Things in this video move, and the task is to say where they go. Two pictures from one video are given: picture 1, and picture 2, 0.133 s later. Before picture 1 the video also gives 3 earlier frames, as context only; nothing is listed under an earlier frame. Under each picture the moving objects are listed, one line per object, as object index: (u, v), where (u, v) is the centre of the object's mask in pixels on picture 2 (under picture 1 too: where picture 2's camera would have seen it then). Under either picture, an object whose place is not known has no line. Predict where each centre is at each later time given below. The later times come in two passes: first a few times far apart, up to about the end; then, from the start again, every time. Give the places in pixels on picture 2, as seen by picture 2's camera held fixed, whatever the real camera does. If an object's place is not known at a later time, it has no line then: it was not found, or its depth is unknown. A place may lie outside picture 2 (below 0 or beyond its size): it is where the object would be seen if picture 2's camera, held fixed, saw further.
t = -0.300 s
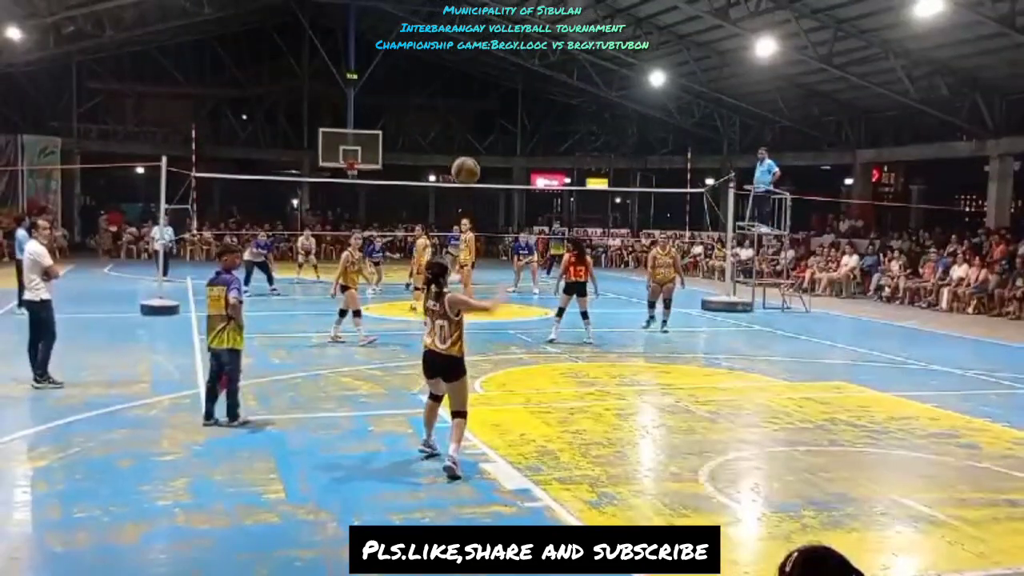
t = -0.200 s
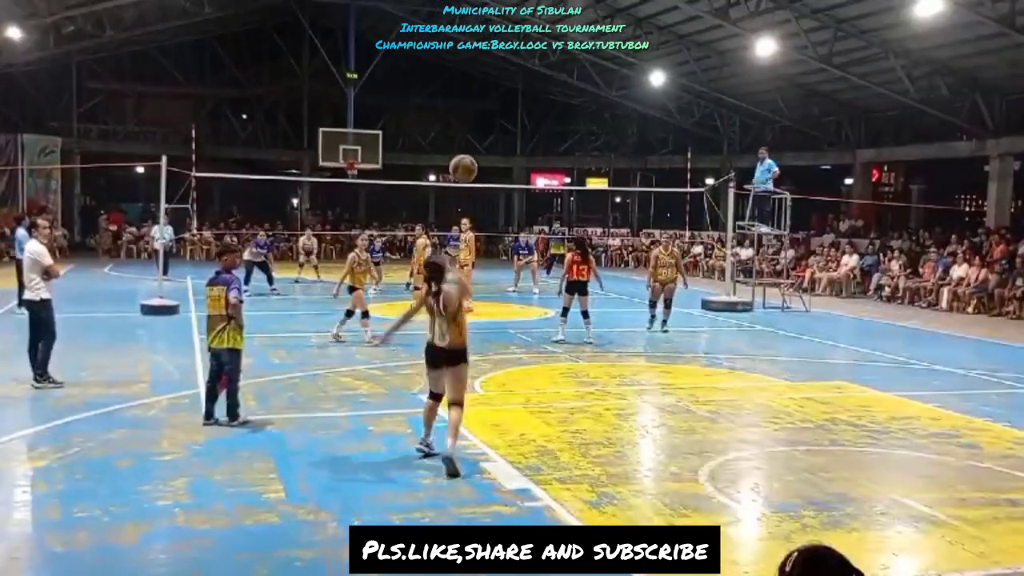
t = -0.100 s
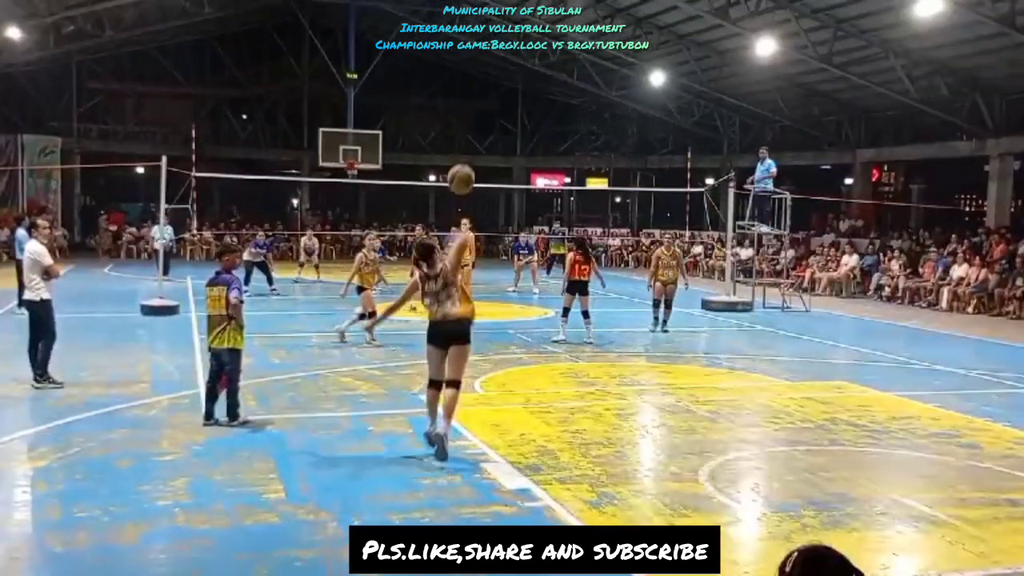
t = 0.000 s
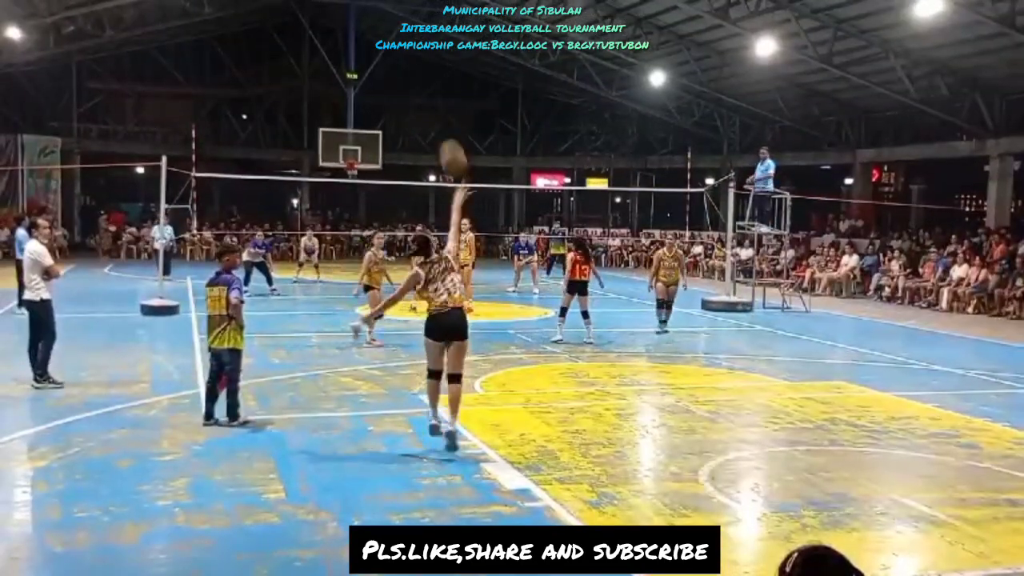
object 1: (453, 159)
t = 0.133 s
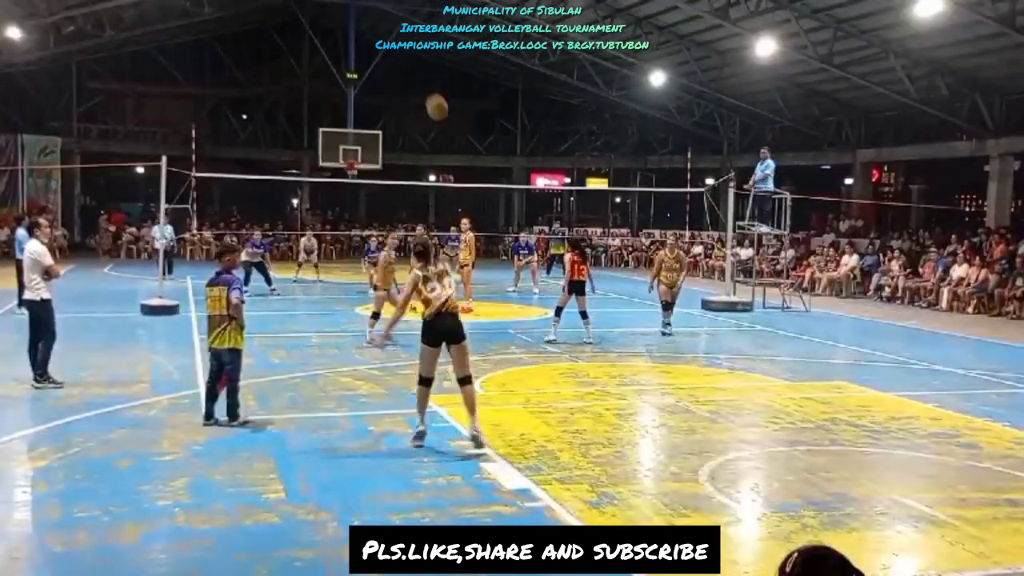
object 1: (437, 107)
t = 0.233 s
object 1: (429, 90)
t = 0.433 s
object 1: (422, 83)
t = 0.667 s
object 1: (415, 107)
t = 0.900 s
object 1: (413, 152)
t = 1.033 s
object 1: (412, 185)
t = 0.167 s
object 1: (434, 99)
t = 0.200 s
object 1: (431, 94)
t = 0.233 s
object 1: (429, 90)
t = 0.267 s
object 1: (428, 86)
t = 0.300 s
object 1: (426, 84)
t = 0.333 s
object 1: (425, 83)
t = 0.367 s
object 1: (424, 82)
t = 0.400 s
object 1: (423, 82)
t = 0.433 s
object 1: (422, 83)
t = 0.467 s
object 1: (420, 84)
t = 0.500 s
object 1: (419, 87)
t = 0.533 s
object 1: (419, 90)
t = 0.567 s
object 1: (418, 93)
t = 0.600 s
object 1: (417, 97)
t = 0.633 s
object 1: (416, 102)
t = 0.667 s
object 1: (415, 107)
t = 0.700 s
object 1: (414, 112)
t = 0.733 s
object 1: (414, 118)
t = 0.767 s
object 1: (413, 124)
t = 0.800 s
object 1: (413, 131)
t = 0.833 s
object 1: (413, 138)
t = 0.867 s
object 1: (413, 145)
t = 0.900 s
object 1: (413, 152)
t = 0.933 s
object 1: (413, 161)
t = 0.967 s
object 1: (413, 169)
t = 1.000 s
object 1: (413, 175)
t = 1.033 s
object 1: (412, 185)
